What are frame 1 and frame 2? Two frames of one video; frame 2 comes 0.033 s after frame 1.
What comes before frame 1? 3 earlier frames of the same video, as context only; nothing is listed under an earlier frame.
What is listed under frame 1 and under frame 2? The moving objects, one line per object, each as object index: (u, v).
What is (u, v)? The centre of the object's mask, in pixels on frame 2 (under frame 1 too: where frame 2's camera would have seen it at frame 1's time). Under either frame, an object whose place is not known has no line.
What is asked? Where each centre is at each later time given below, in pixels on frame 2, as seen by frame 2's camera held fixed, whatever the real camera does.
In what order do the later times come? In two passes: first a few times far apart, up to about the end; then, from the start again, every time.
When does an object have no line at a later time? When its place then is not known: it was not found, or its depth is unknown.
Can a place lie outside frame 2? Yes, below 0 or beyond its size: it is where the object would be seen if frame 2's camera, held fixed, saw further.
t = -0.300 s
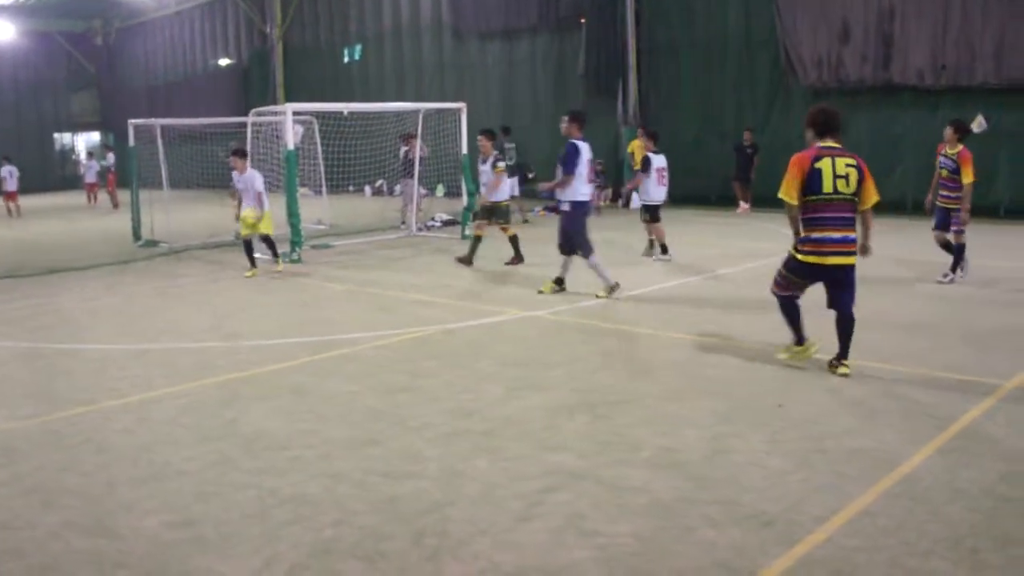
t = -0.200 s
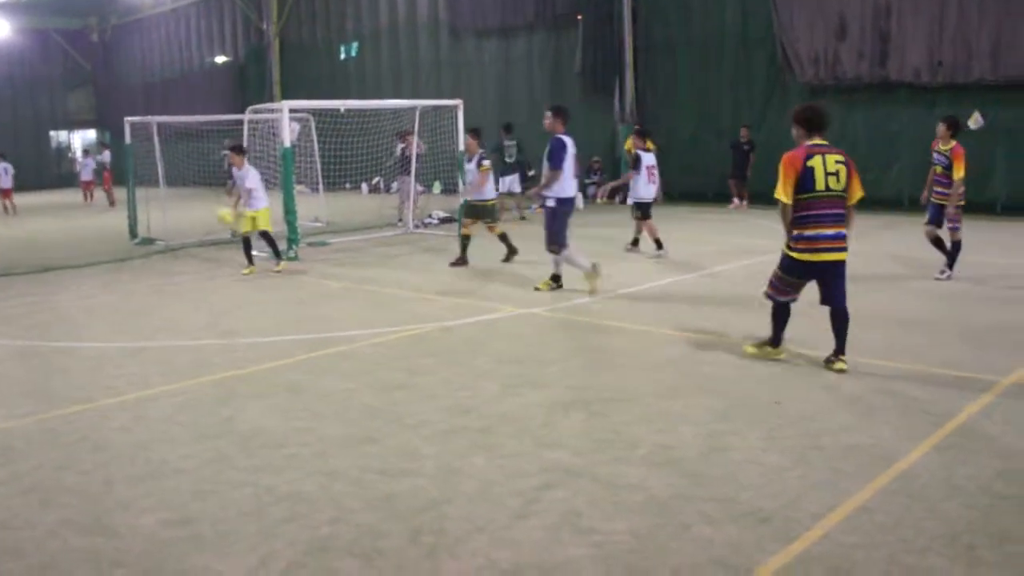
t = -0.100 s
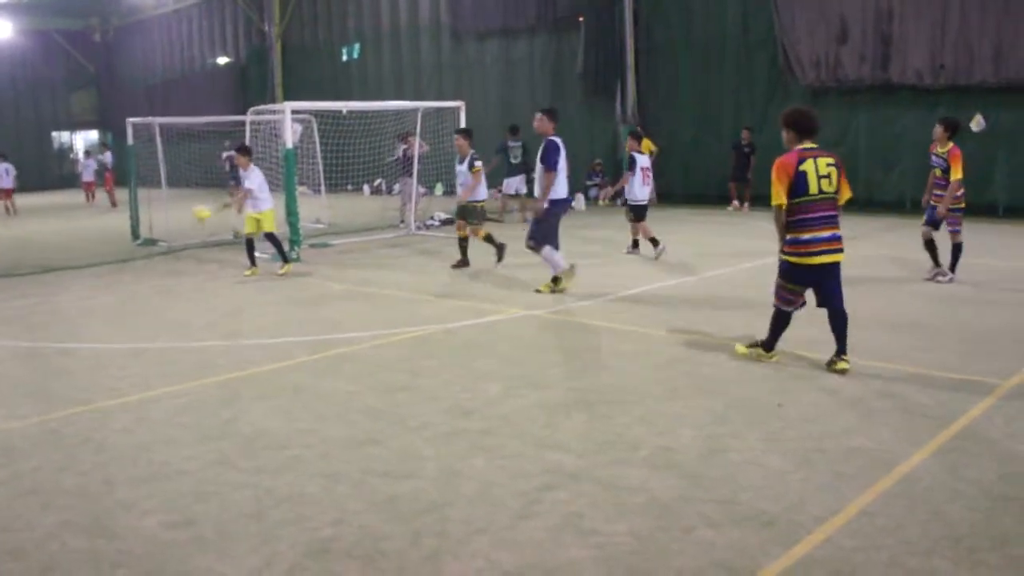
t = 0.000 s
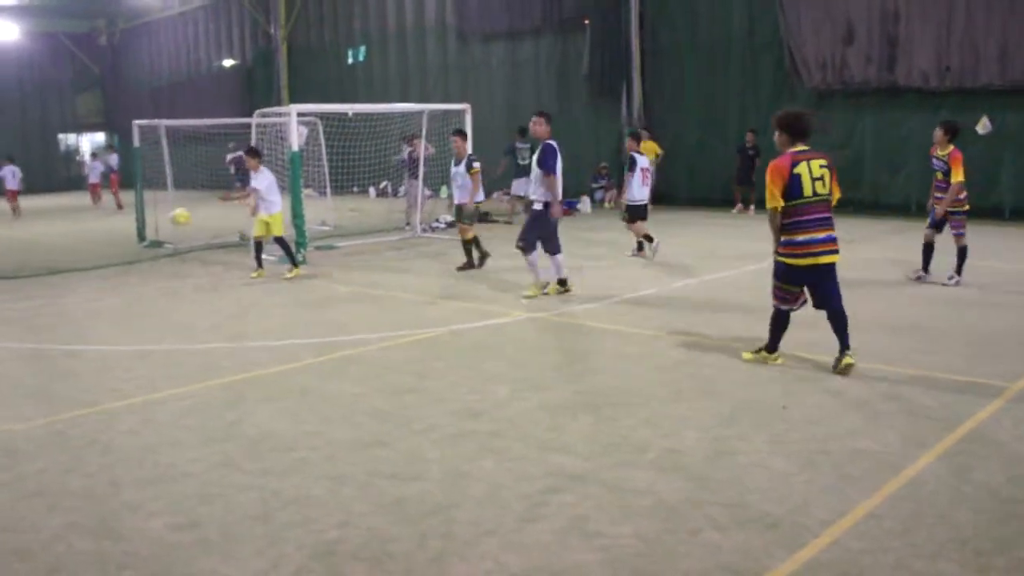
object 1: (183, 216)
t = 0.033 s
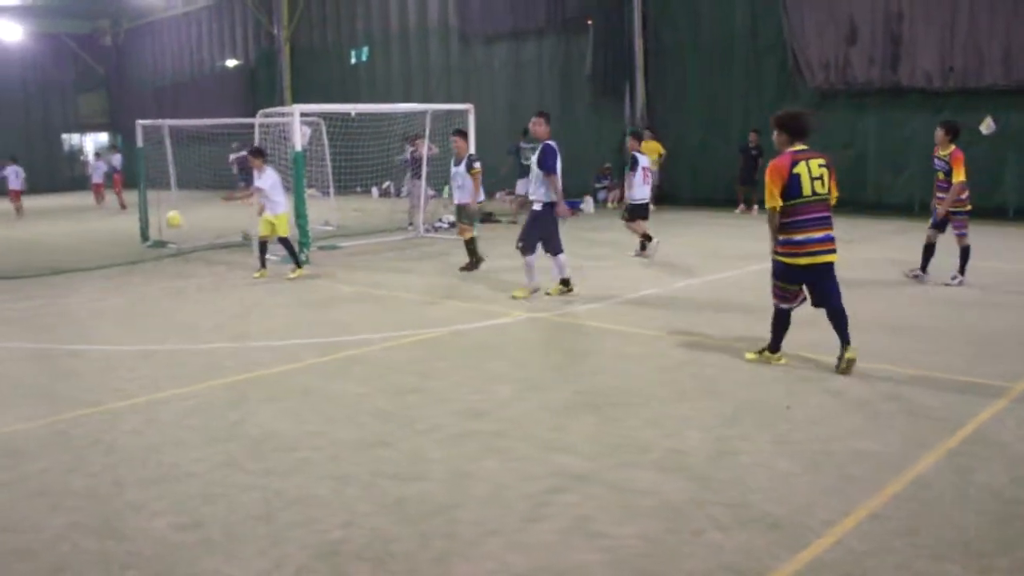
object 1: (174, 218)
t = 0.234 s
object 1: (118, 255)
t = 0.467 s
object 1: (56, 275)
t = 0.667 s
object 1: (3, 281)
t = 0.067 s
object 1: (163, 221)
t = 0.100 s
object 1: (154, 227)
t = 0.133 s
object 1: (145, 234)
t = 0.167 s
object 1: (136, 240)
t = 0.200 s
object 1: (127, 247)
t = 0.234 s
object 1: (118, 255)
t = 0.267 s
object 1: (109, 265)
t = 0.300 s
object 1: (100, 275)
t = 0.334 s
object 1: (89, 287)
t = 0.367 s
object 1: (82, 284)
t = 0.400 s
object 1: (73, 280)
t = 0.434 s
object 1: (64, 277)
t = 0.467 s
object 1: (56, 275)
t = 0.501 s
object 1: (46, 273)
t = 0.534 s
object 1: (38, 273)
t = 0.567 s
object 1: (29, 274)
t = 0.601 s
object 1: (20, 275)
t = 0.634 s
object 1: (11, 278)
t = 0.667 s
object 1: (3, 281)
